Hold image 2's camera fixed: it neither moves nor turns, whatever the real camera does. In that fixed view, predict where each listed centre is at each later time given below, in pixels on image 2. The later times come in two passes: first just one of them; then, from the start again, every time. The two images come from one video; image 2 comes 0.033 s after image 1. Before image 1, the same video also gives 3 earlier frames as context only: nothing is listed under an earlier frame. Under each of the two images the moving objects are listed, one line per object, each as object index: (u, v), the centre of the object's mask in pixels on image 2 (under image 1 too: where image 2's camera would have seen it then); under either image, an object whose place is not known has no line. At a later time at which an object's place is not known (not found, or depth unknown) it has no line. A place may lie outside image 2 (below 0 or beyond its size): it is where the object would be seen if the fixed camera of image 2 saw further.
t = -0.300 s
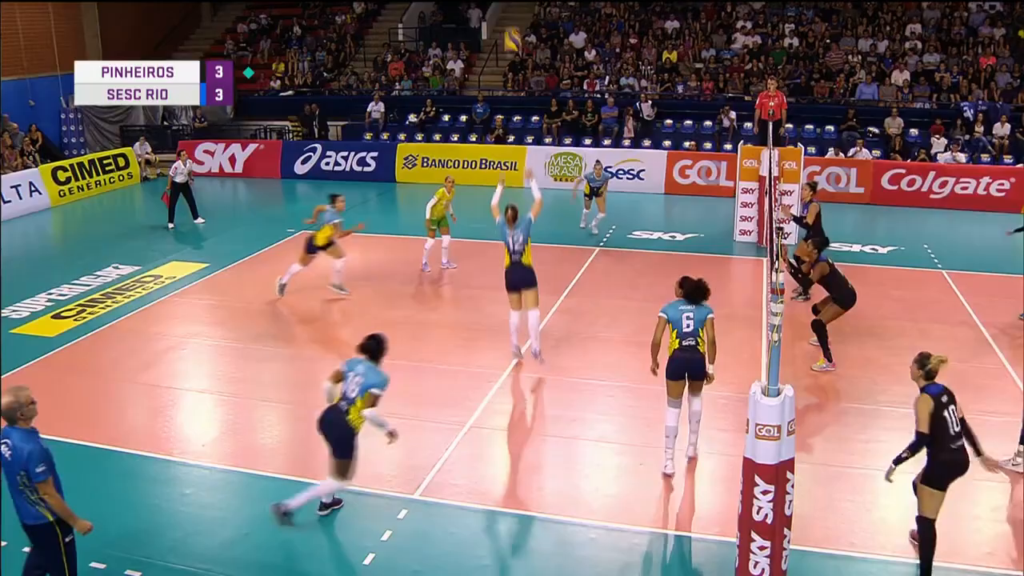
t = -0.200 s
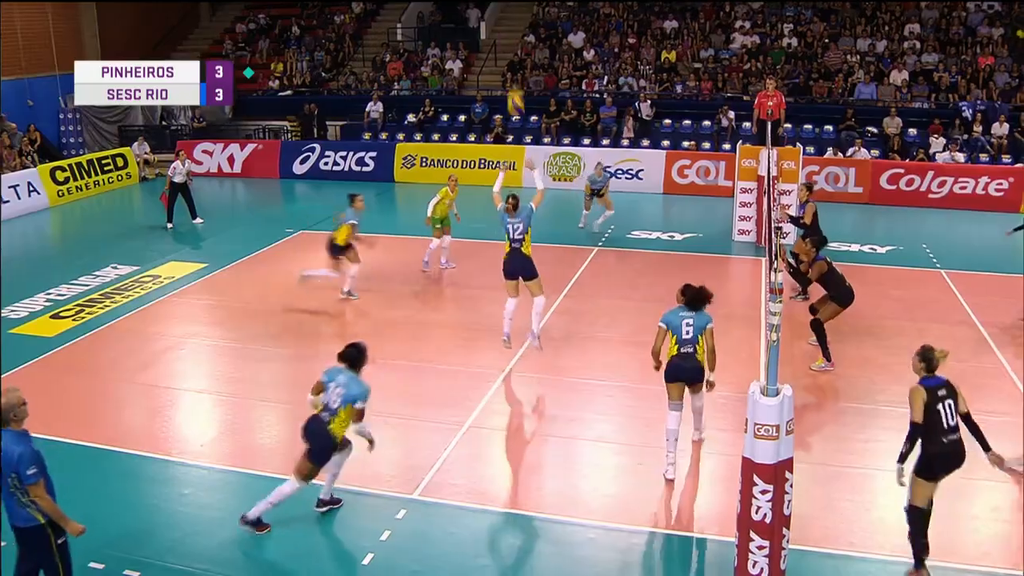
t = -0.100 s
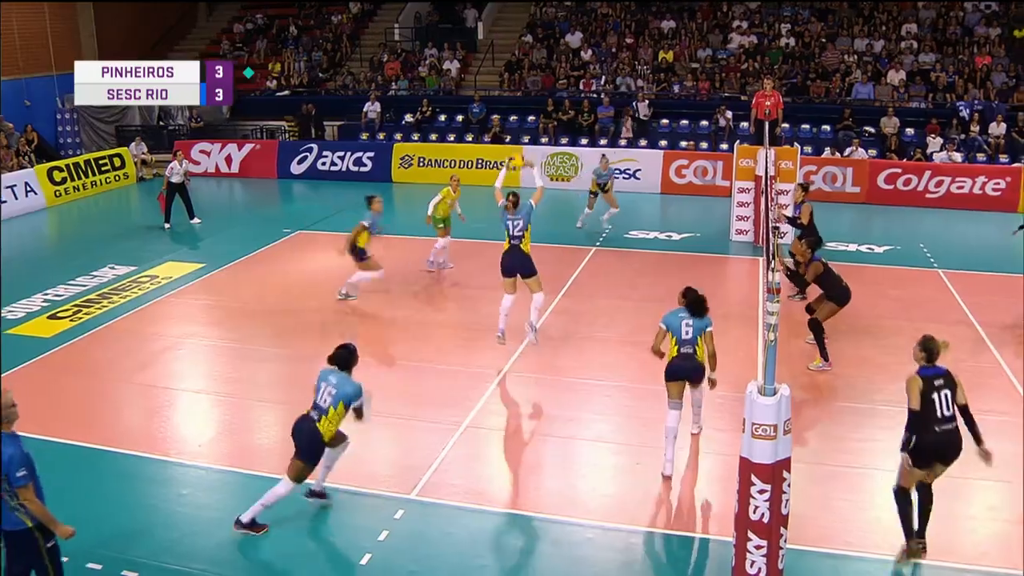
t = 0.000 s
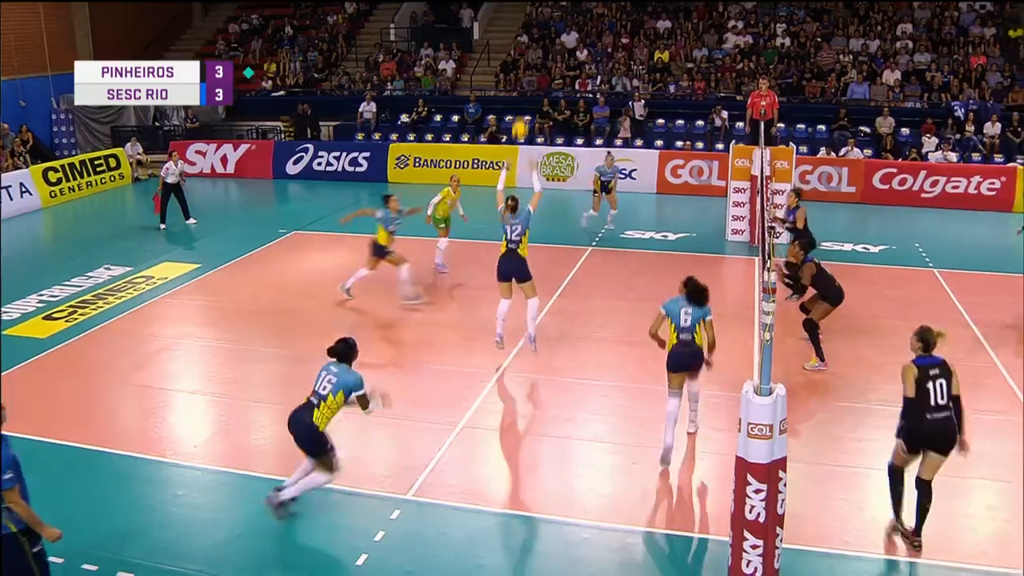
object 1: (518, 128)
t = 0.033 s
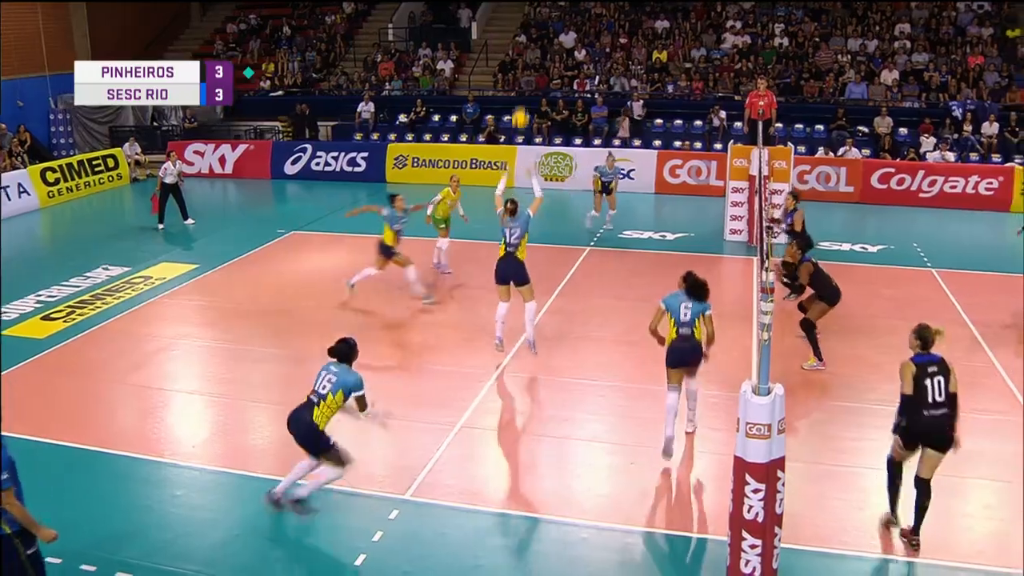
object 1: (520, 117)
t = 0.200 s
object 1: (529, 80)
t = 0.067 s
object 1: (522, 107)
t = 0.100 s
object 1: (524, 100)
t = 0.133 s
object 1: (525, 93)
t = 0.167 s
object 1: (527, 86)
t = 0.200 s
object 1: (529, 80)
